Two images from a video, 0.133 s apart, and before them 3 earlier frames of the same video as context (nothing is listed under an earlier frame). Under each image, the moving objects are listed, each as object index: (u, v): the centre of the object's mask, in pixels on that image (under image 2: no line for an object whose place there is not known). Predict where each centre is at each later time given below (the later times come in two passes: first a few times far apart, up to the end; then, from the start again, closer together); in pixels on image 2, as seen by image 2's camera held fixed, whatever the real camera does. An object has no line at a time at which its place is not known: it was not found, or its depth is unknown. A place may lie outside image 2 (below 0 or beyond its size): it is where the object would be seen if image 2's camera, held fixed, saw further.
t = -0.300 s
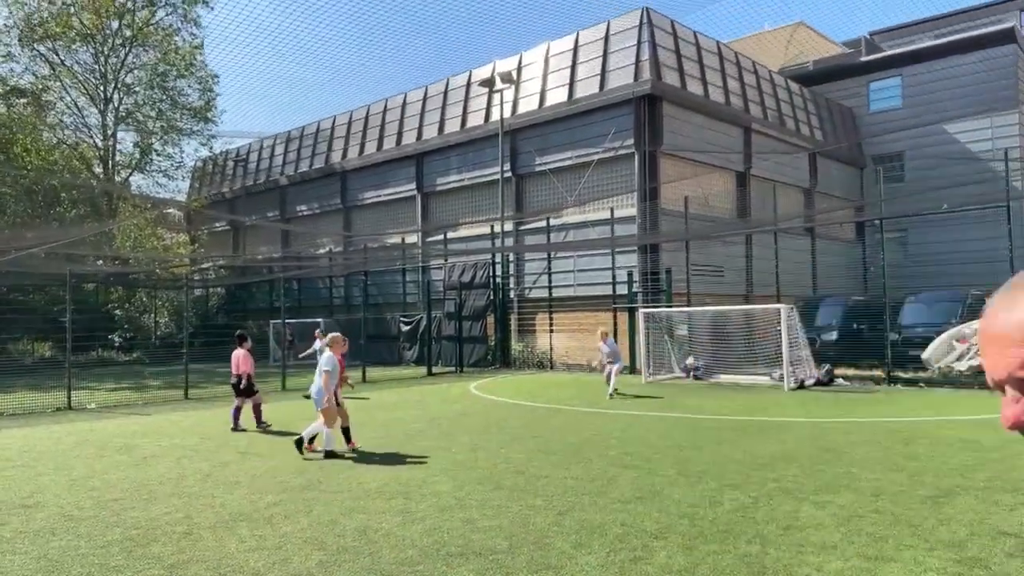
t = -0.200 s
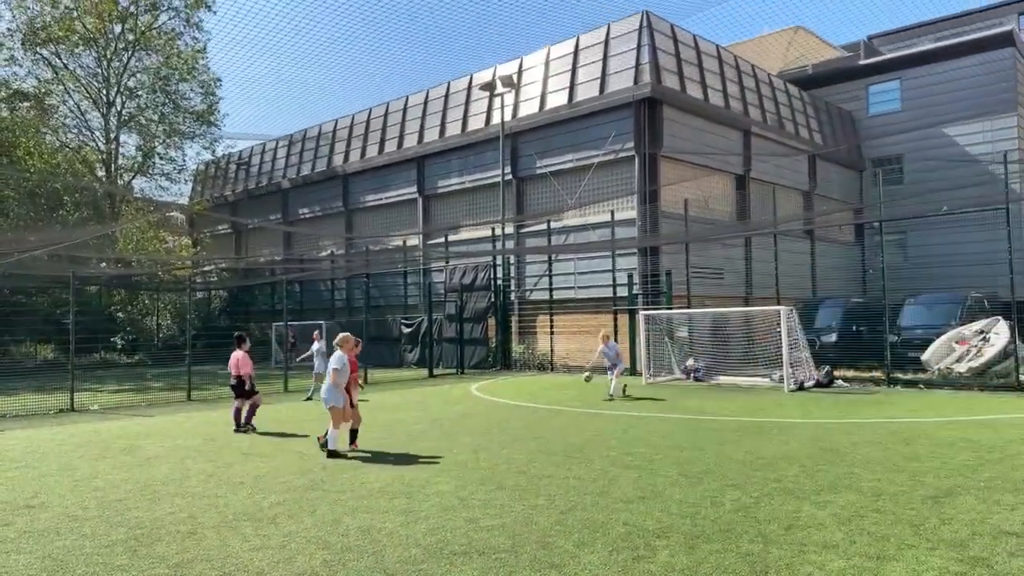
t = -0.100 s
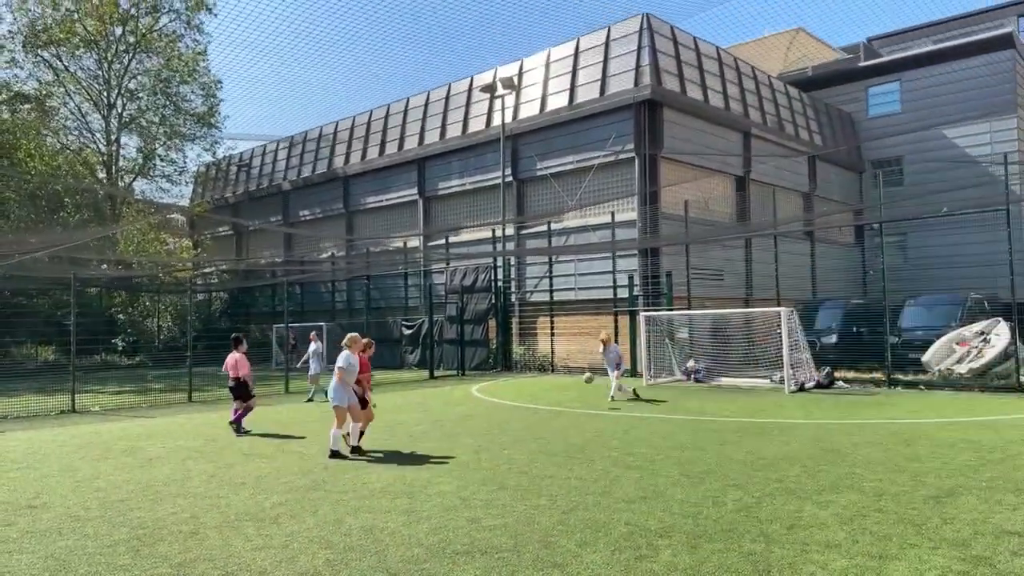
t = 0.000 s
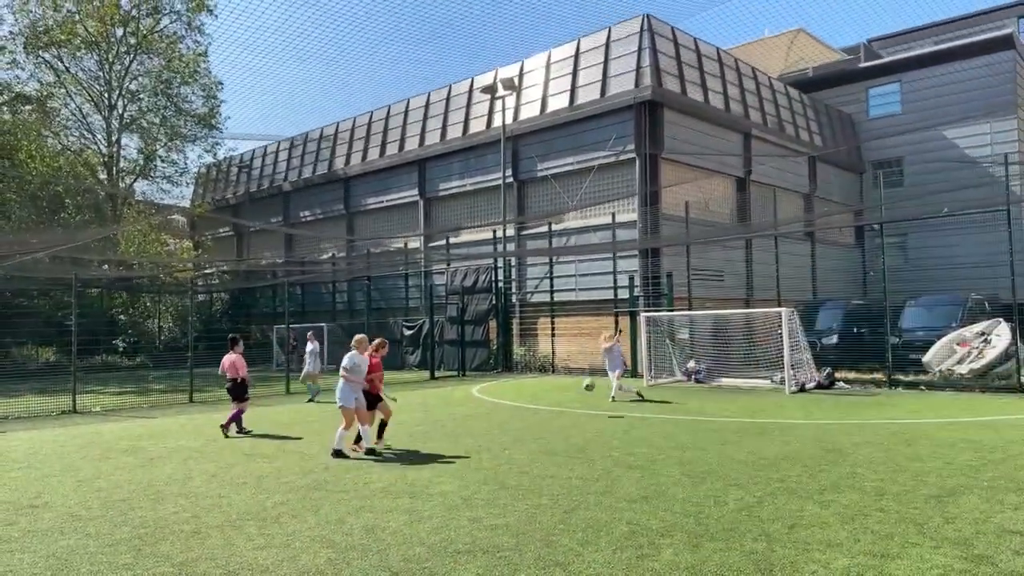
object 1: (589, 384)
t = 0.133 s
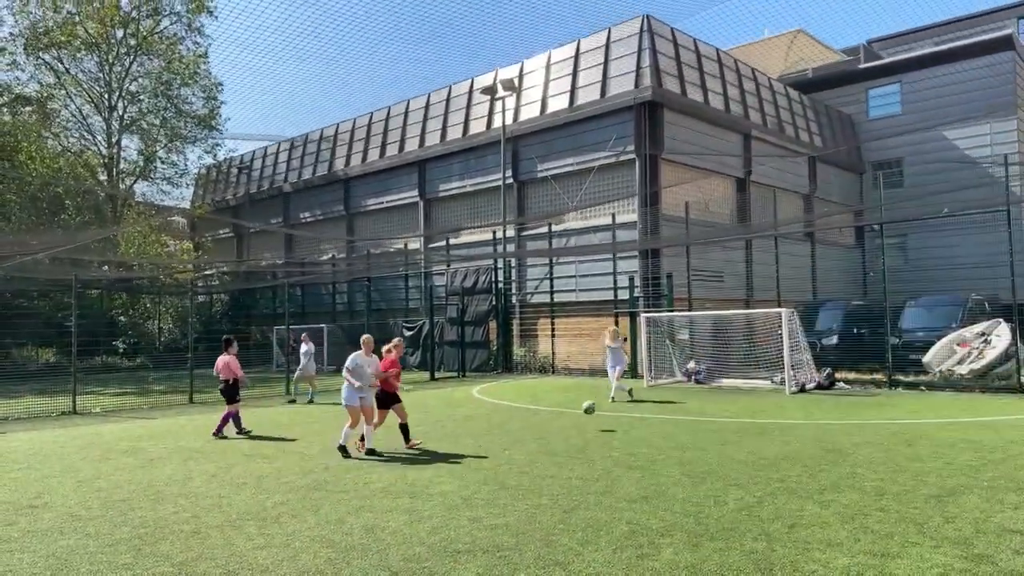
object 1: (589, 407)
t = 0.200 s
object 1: (588, 426)
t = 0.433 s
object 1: (586, 428)
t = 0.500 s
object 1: (586, 434)
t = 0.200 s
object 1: (588, 426)
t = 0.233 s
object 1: (588, 435)
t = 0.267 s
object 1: (588, 432)
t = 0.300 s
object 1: (587, 429)
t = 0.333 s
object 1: (587, 427)
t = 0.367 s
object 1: (586, 426)
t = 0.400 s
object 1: (586, 426)
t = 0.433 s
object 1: (586, 428)
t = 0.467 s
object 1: (586, 430)
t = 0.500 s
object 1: (586, 434)
